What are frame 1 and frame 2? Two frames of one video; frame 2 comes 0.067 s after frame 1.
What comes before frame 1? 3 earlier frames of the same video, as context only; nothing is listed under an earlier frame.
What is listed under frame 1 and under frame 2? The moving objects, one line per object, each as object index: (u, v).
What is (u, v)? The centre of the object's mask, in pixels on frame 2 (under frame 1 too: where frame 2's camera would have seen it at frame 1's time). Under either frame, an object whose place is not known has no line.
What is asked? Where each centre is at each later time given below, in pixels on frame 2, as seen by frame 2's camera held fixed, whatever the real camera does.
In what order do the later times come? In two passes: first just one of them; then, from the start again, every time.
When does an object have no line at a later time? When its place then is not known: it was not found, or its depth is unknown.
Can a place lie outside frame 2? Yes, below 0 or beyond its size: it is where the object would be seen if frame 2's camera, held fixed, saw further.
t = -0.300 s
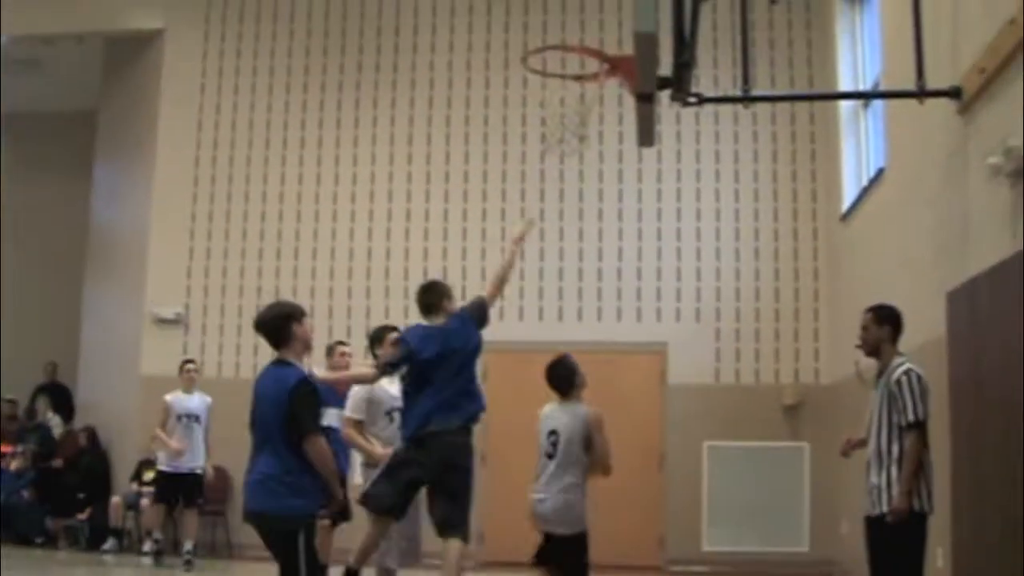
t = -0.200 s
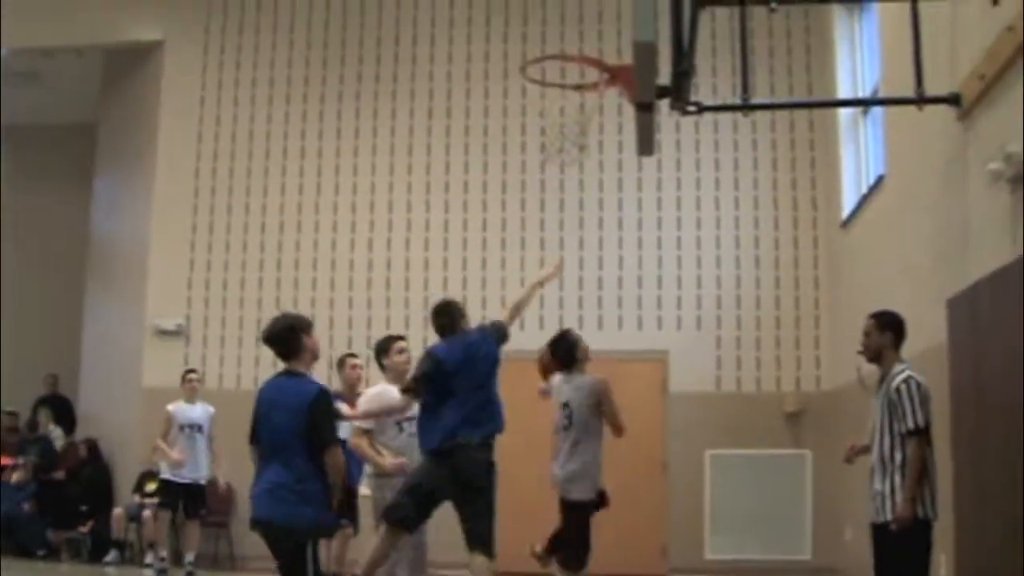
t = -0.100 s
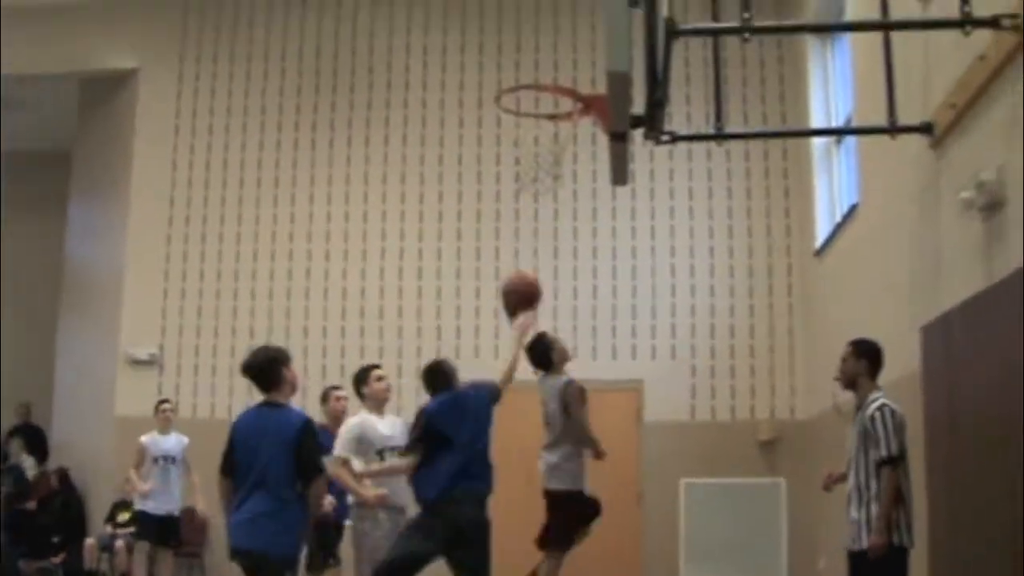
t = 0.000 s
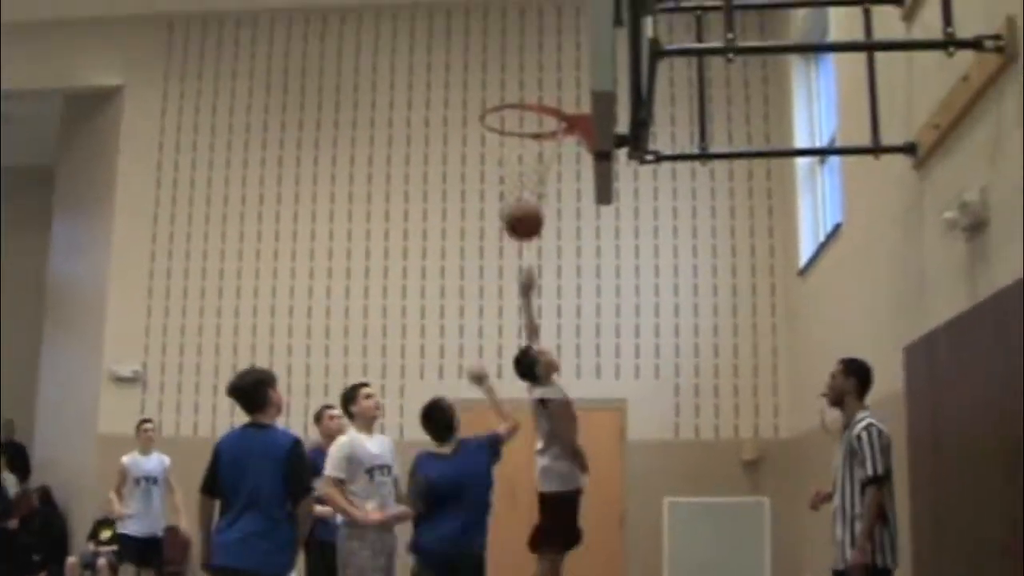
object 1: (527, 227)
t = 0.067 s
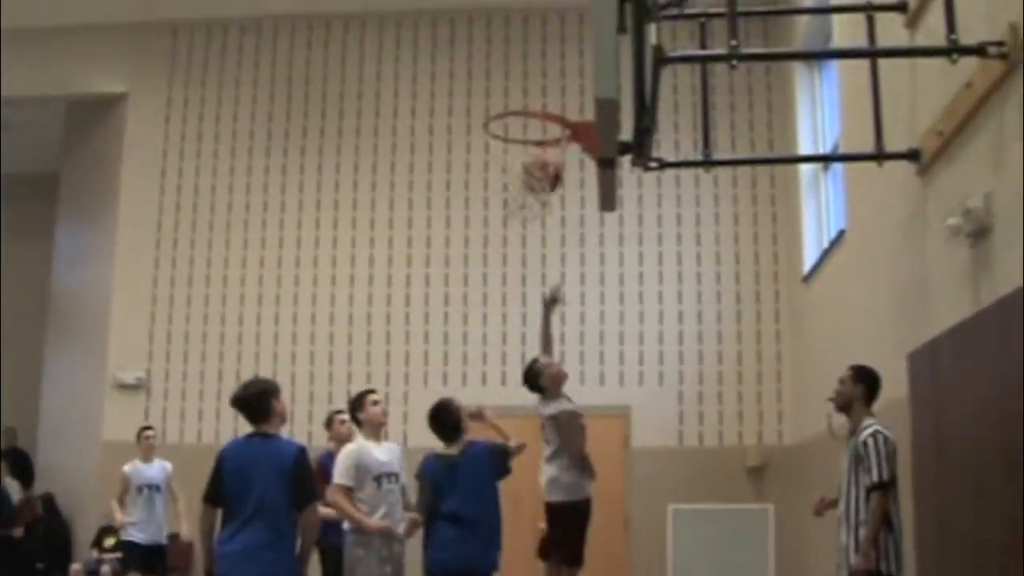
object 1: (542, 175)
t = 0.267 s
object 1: (573, 66)
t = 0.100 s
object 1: (547, 154)
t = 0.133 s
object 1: (552, 130)
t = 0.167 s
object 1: (562, 110)
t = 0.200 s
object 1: (568, 92)
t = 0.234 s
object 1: (573, 76)
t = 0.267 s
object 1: (573, 66)
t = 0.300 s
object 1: (569, 60)
